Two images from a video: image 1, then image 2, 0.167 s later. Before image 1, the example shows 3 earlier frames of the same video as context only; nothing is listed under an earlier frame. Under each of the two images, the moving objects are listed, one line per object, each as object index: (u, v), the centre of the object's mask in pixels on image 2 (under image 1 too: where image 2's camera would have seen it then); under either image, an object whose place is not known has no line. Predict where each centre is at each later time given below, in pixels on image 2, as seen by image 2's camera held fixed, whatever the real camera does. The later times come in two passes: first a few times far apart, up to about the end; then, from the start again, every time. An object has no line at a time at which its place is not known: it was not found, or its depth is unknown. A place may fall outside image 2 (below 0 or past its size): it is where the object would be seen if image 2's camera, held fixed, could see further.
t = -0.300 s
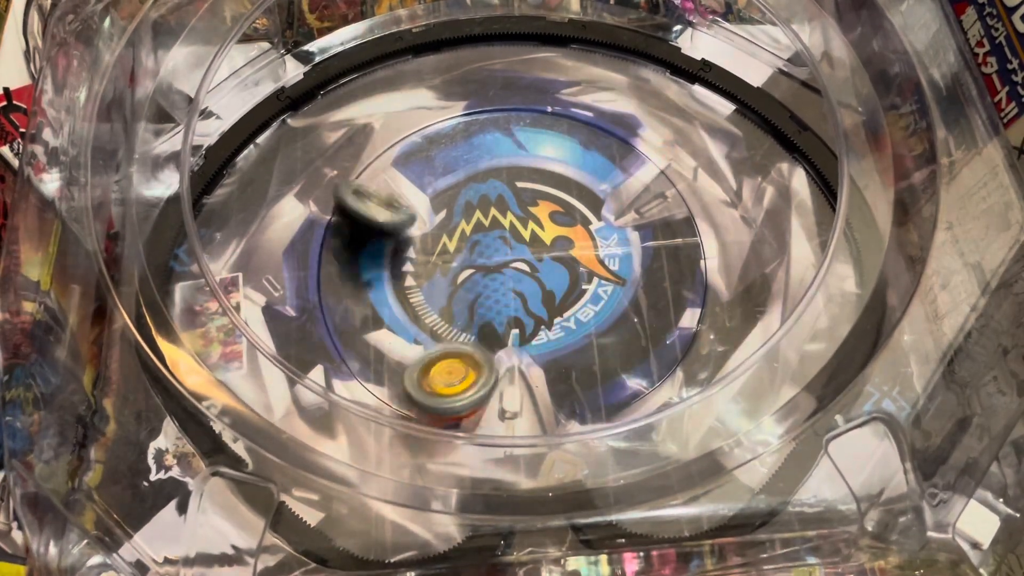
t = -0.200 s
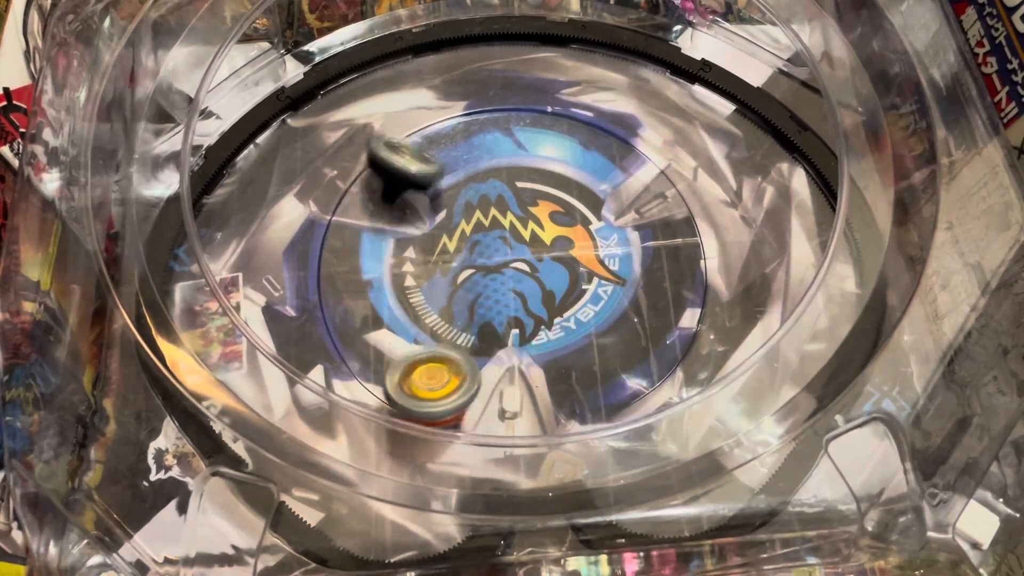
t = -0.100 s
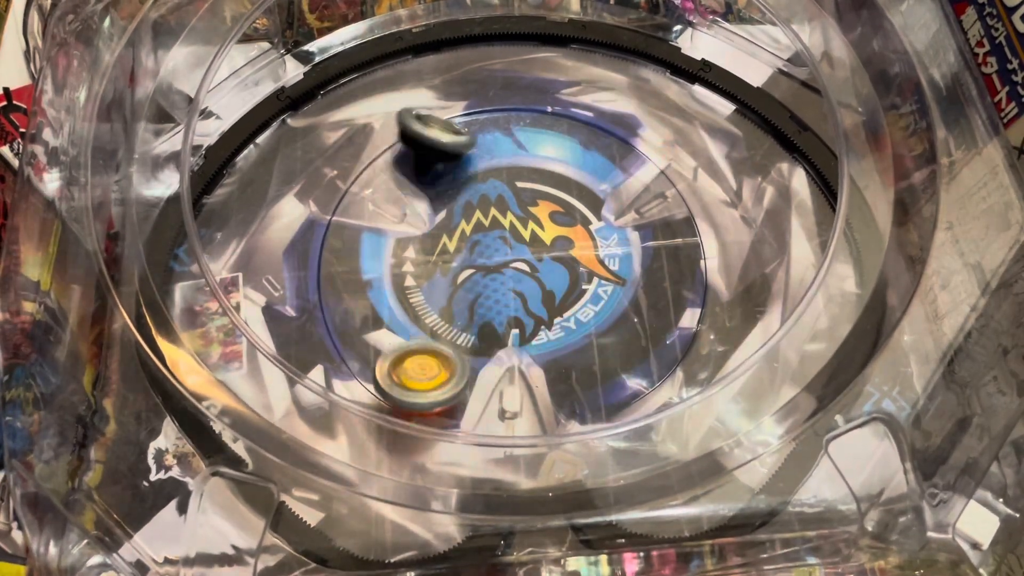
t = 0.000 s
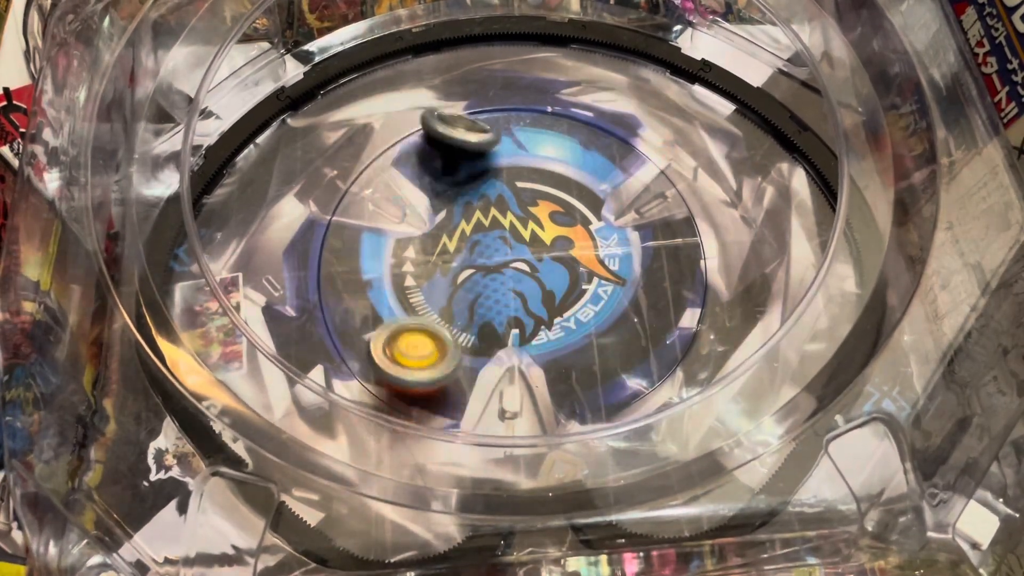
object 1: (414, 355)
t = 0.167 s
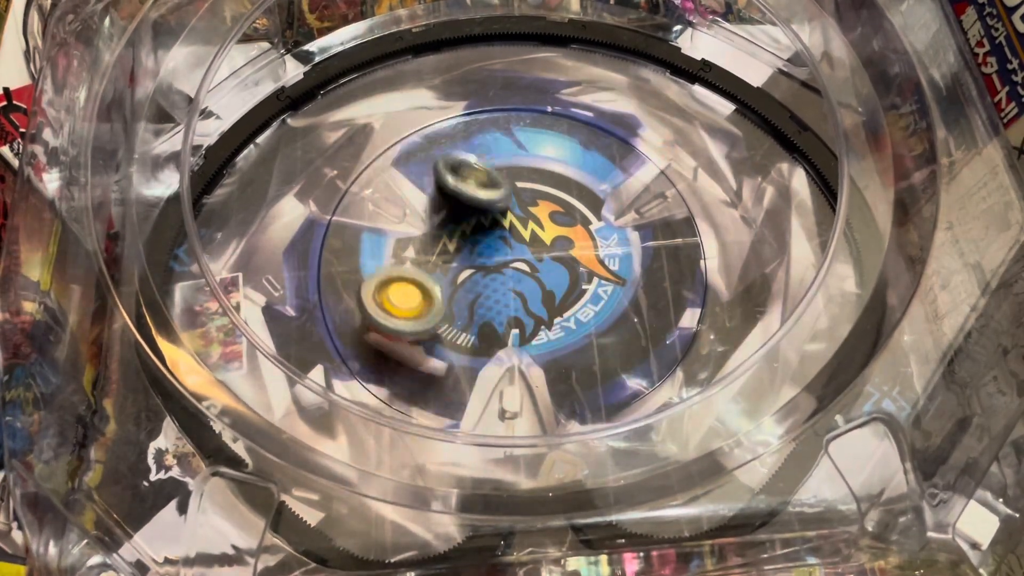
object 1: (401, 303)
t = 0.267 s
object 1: (392, 273)
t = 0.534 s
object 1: (384, 196)
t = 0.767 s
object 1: (422, 153)
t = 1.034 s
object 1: (497, 140)
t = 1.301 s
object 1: (573, 162)
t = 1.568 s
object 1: (550, 131)
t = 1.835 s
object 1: (535, 222)
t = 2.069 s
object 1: (430, 228)
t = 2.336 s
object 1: (341, 242)
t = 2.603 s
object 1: (359, 255)
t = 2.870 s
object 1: (373, 269)
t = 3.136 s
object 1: (433, 262)
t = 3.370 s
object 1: (505, 249)
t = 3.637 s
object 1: (443, 254)
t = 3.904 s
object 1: (384, 146)
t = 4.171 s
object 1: (355, 83)
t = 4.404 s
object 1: (392, 195)
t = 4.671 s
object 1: (495, 261)
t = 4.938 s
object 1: (499, 306)
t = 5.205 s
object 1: (496, 351)
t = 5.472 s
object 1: (477, 347)
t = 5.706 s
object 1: (467, 313)
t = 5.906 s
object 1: (450, 302)
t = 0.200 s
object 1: (399, 293)
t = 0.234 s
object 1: (396, 283)
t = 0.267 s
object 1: (392, 273)
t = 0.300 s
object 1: (389, 261)
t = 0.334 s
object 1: (385, 252)
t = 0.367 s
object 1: (383, 242)
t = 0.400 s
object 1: (381, 232)
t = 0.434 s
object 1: (379, 223)
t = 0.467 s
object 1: (380, 215)
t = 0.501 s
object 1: (382, 206)
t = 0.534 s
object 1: (384, 196)
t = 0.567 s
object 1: (386, 189)
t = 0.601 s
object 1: (391, 181)
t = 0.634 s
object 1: (395, 174)
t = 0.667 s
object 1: (401, 168)
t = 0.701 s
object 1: (407, 162)
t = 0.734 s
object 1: (414, 157)
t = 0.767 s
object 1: (422, 153)
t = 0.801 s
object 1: (430, 149)
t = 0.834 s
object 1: (438, 146)
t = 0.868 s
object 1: (447, 143)
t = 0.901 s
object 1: (457, 141)
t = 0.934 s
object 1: (466, 140)
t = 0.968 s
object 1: (477, 139)
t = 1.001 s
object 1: (486, 140)
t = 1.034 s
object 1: (497, 140)
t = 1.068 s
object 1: (507, 141)
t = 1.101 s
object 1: (517, 142)
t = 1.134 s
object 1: (526, 144)
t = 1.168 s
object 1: (536, 146)
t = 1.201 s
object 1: (546, 150)
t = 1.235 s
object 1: (556, 153)
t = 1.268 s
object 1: (565, 157)
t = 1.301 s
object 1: (573, 162)
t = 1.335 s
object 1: (573, 150)
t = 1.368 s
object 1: (566, 130)
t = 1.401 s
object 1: (560, 115)
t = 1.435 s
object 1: (556, 109)
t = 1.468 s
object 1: (554, 110)
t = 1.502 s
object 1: (553, 115)
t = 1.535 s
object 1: (552, 122)
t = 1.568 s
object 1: (550, 131)
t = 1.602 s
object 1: (549, 141)
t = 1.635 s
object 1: (547, 152)
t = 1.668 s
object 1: (545, 162)
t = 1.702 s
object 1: (542, 174)
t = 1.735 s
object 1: (541, 186)
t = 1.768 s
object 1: (539, 199)
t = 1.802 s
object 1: (537, 210)
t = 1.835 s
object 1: (535, 222)
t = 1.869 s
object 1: (533, 232)
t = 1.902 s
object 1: (530, 244)
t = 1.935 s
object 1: (527, 255)
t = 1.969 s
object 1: (514, 255)
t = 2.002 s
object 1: (482, 244)
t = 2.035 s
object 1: (453, 236)
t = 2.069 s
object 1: (430, 228)
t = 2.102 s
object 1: (411, 222)
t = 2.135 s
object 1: (394, 218)
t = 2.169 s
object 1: (383, 220)
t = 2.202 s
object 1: (373, 224)
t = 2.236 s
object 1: (364, 228)
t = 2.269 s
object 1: (356, 232)
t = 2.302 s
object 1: (348, 237)
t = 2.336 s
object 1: (341, 242)
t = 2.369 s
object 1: (334, 246)
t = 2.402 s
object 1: (329, 248)
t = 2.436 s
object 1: (324, 249)
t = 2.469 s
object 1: (329, 252)
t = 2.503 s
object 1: (336, 253)
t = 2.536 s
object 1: (345, 255)
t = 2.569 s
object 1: (351, 255)
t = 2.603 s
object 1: (359, 255)
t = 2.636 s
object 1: (366, 254)
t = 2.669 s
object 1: (375, 252)
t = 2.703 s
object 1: (385, 249)
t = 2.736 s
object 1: (380, 253)
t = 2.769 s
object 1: (370, 262)
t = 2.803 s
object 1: (367, 267)
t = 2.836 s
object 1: (369, 268)
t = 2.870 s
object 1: (373, 269)
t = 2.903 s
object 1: (378, 269)
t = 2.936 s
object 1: (383, 268)
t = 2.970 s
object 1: (390, 266)
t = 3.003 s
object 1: (398, 265)
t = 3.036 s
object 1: (406, 264)
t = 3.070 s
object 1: (415, 264)
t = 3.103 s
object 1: (423, 263)
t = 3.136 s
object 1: (433, 262)
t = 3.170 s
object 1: (443, 260)
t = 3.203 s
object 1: (452, 259)
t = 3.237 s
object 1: (463, 257)
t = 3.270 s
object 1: (473, 256)
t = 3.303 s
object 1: (484, 254)
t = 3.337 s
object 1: (495, 252)
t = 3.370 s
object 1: (505, 249)
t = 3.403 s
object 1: (498, 247)
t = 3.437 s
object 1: (475, 245)
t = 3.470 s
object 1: (457, 244)
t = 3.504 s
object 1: (445, 243)
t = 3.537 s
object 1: (439, 244)
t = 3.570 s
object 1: (439, 245)
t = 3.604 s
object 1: (440, 249)
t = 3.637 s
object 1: (443, 254)
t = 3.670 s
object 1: (445, 257)
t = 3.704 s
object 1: (447, 261)
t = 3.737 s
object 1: (450, 265)
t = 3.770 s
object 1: (452, 268)
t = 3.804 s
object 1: (454, 268)
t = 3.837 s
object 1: (427, 228)
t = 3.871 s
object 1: (404, 183)
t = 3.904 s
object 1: (384, 146)
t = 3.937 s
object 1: (374, 116)
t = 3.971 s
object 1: (371, 97)
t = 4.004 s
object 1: (368, 82)
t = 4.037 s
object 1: (365, 74)
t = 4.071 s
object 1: (362, 66)
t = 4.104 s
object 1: (359, 57)
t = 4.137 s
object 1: (357, 67)
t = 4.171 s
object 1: (355, 83)
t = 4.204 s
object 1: (356, 102)
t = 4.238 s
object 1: (357, 119)
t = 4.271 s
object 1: (361, 136)
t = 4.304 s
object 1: (366, 152)
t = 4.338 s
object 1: (373, 168)
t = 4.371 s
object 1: (382, 182)
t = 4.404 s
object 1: (392, 195)
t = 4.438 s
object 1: (406, 210)
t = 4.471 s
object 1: (419, 220)
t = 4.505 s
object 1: (435, 230)
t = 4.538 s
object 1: (450, 237)
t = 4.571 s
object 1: (462, 243)
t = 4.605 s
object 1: (474, 249)
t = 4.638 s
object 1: (485, 255)
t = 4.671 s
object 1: (495, 261)
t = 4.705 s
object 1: (490, 264)
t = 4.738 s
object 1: (486, 267)
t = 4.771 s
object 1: (486, 271)
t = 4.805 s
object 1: (487, 276)
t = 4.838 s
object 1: (490, 282)
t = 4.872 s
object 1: (493, 290)
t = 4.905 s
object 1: (497, 298)
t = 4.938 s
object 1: (499, 306)
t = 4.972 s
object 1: (501, 313)
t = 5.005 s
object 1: (502, 320)
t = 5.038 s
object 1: (503, 326)
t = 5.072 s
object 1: (502, 333)
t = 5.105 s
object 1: (501, 338)
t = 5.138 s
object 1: (500, 344)
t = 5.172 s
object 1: (498, 348)
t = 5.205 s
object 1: (496, 351)
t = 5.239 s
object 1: (494, 354)
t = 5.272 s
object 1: (491, 356)
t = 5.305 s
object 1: (489, 356)
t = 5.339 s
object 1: (487, 356)
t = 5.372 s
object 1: (484, 355)
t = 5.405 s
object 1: (482, 353)
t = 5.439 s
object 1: (479, 351)
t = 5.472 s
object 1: (477, 347)
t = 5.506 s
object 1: (475, 342)
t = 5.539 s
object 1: (474, 337)
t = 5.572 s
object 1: (473, 330)
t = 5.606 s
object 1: (472, 325)
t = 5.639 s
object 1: (472, 318)
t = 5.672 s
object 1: (470, 316)
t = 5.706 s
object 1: (467, 313)
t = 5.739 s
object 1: (466, 308)
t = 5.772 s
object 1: (459, 310)
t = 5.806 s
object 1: (451, 312)
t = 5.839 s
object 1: (448, 309)
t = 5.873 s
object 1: (449, 306)
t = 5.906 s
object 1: (450, 302)
